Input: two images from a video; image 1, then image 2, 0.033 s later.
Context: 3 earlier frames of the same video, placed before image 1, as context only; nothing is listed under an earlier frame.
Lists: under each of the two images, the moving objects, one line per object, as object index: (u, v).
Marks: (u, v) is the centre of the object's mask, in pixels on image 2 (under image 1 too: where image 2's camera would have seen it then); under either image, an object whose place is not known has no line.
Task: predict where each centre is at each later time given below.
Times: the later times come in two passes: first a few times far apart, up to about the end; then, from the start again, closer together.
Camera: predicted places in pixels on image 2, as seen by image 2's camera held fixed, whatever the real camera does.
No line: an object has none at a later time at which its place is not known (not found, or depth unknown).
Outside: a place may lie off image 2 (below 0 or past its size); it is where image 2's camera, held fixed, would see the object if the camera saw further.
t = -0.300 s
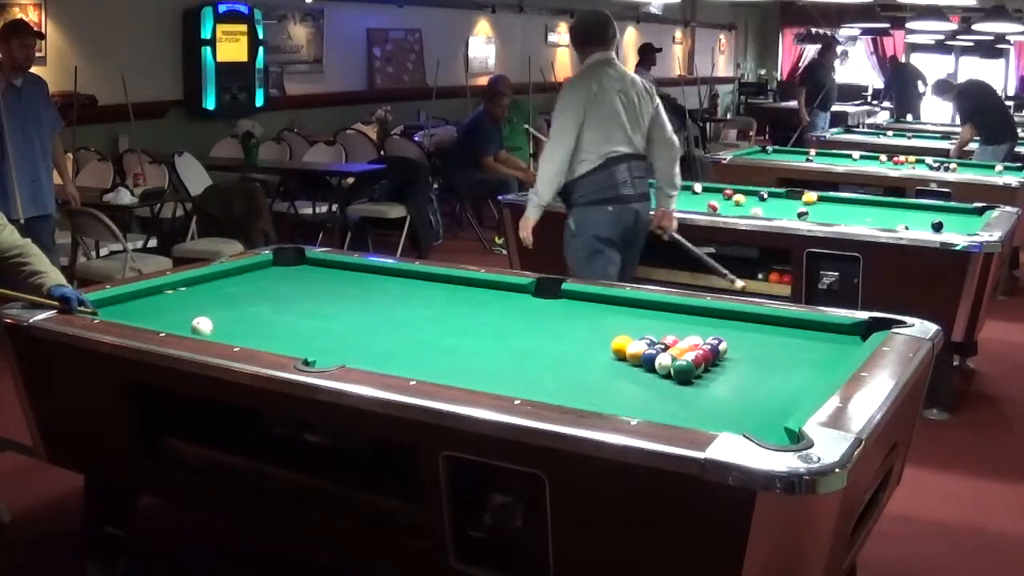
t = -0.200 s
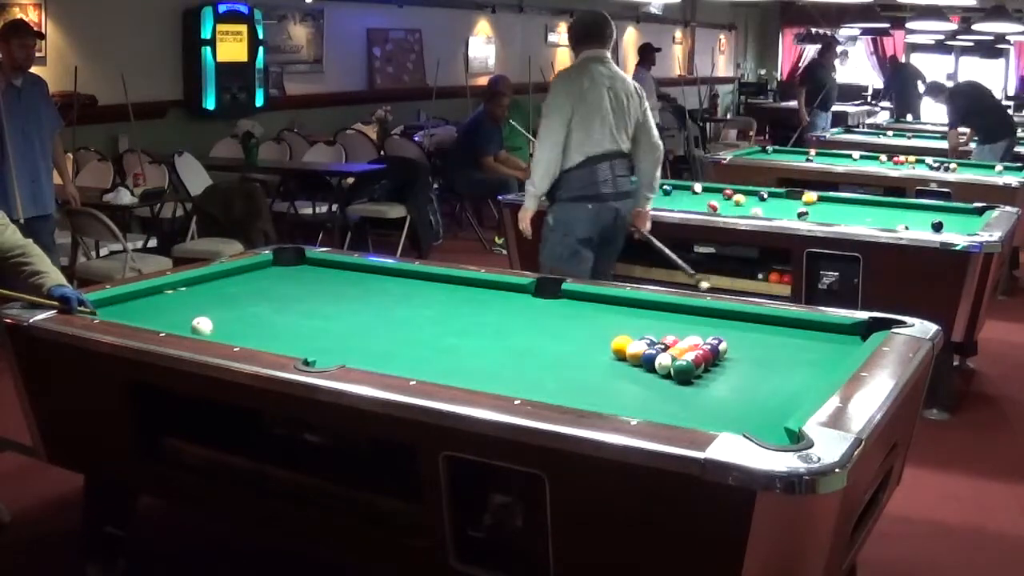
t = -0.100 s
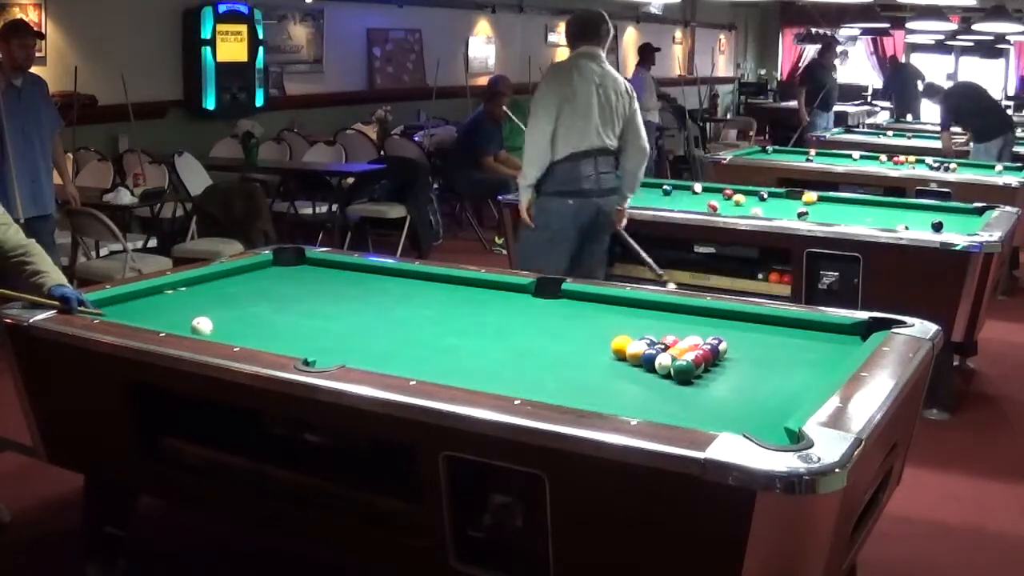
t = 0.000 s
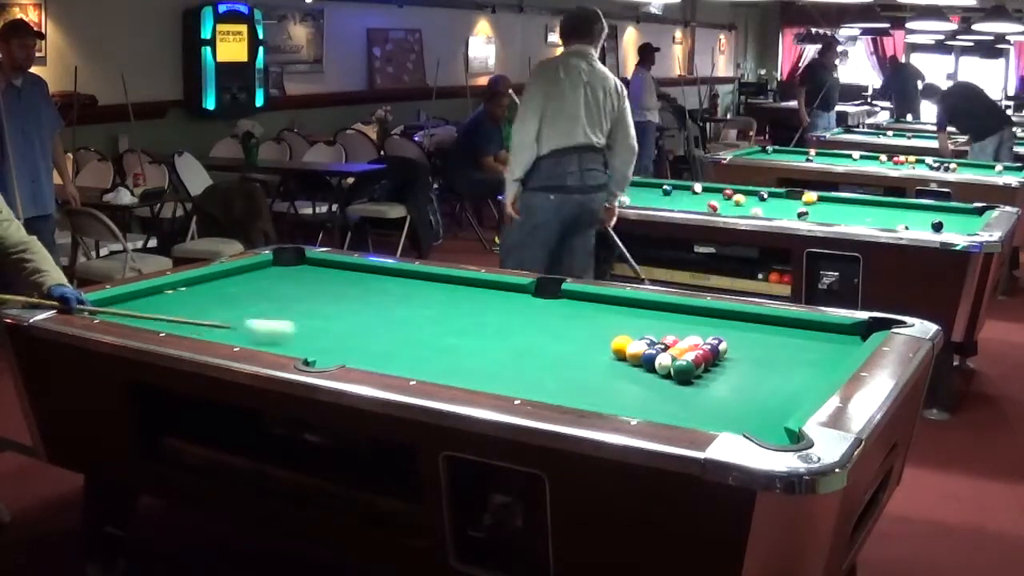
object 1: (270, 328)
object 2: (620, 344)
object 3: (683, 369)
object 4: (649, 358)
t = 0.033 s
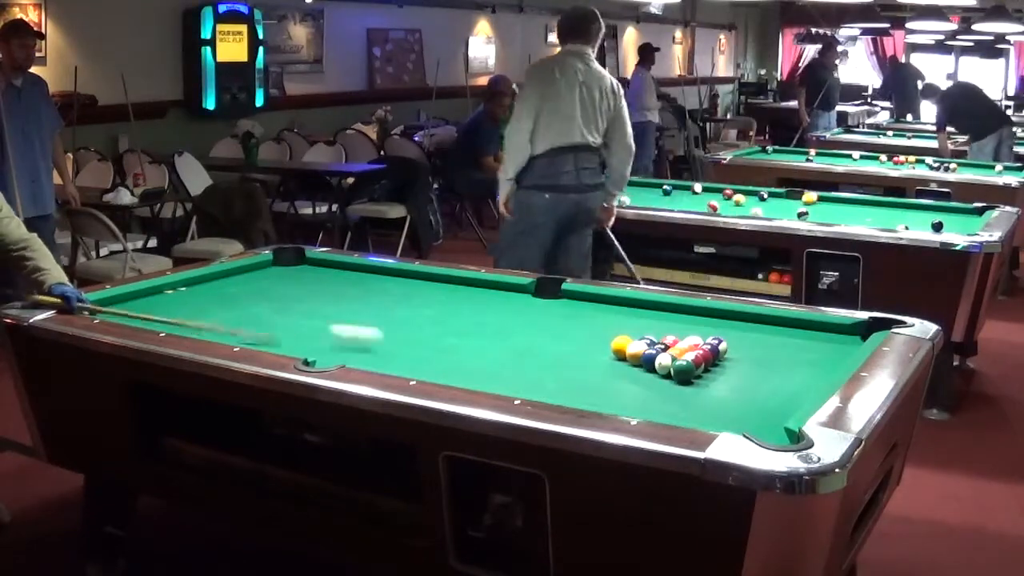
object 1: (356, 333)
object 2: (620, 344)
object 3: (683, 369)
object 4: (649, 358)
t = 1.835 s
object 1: (645, 331)
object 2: (417, 304)
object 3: (449, 358)
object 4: (581, 361)
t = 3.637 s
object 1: (495, 299)
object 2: (223, 275)
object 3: (253, 339)
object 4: (576, 361)
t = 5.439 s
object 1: (434, 286)
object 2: (282, 285)
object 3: (236, 330)
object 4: (576, 361)
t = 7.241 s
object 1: (430, 285)
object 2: (292, 286)
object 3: (235, 330)
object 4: (576, 361)
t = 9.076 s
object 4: (576, 361)
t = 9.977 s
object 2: (291, 285)
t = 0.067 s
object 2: (620, 344)
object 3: (683, 369)
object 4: (649, 358)
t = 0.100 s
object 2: (620, 344)
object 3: (683, 369)
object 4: (649, 358)
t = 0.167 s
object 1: (615, 363)
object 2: (617, 340)
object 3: (701, 375)
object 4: (648, 359)
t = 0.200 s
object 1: (615, 372)
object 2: (615, 340)
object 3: (715, 380)
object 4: (647, 359)
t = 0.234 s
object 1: (616, 383)
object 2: (613, 339)
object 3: (729, 383)
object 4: (645, 359)
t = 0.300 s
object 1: (622, 400)
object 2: (609, 338)
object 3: (752, 394)
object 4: (641, 359)
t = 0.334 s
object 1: (628, 407)
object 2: (607, 338)
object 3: (765, 398)
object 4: (639, 359)
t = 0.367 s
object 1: (641, 406)
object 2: (604, 339)
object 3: (778, 404)
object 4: (637, 359)
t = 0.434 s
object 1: (666, 405)
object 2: (599, 338)
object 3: (772, 410)
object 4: (633, 359)
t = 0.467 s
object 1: (677, 404)
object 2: (596, 338)
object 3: (760, 412)
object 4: (631, 359)
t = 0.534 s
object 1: (698, 400)
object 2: (591, 336)
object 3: (734, 411)
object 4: (627, 359)
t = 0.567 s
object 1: (707, 394)
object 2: (589, 335)
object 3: (721, 411)
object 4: (625, 359)
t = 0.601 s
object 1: (720, 393)
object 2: (587, 334)
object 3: (709, 411)
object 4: (623, 359)
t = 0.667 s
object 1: (725, 388)
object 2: (582, 332)
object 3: (683, 410)
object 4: (620, 360)
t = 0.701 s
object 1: (727, 384)
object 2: (580, 332)
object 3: (671, 408)
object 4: (618, 360)
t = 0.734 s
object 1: (729, 382)
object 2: (577, 331)
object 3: (658, 407)
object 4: (617, 360)
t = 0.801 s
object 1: (735, 376)
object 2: (573, 330)
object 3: (633, 405)
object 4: (613, 360)
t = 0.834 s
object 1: (737, 372)
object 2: (571, 329)
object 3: (621, 404)
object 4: (612, 360)
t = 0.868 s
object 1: (740, 370)
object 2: (569, 328)
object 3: (609, 403)
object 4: (610, 360)
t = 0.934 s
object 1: (744, 364)
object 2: (565, 326)
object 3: (588, 400)
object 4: (607, 359)
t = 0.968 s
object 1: (746, 361)
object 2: (563, 326)
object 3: (583, 399)
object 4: (606, 360)
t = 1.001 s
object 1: (749, 358)
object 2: (561, 325)
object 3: (576, 397)
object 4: (604, 360)
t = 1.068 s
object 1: (751, 353)
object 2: (548, 323)
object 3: (564, 394)
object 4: (602, 360)
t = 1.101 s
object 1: (745, 352)
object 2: (541, 322)
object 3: (557, 392)
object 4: (600, 360)
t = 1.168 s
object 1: (734, 350)
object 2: (529, 320)
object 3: (546, 389)
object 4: (598, 360)
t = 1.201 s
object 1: (728, 349)
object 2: (522, 319)
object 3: (540, 388)
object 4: (597, 360)
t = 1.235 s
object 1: (724, 348)
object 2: (516, 318)
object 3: (535, 386)
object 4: (595, 360)
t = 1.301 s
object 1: (714, 346)
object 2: (504, 317)
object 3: (524, 382)
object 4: (593, 360)
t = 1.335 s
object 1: (709, 345)
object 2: (498, 315)
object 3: (518, 382)
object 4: (592, 360)
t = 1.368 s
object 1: (705, 344)
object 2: (492, 315)
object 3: (513, 381)
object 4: (591, 360)
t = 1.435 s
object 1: (695, 342)
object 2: (481, 313)
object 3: (503, 378)
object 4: (589, 360)
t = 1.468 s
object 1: (691, 341)
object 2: (475, 312)
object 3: (498, 376)
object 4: (589, 360)
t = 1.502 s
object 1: (687, 340)
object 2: (470, 311)
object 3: (493, 374)
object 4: (588, 360)
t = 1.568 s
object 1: (678, 338)
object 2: (458, 310)
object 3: (484, 371)
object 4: (586, 360)
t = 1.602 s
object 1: (674, 337)
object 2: (453, 309)
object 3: (479, 369)
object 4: (585, 360)
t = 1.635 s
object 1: (670, 336)
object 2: (447, 308)
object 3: (474, 367)
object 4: (585, 360)
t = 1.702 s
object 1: (661, 334)
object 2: (437, 307)
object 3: (466, 364)
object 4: (583, 360)
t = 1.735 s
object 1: (657, 332)
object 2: (432, 306)
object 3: (461, 362)
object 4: (582, 360)
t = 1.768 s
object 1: (653, 332)
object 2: (427, 305)
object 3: (457, 360)
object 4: (582, 360)
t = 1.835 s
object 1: (645, 331)
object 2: (417, 304)
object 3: (449, 358)
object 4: (581, 361)
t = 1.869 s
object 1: (641, 330)
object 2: (411, 303)
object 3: (445, 356)
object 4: (580, 360)
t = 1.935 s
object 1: (634, 328)
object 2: (402, 301)
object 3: (437, 354)
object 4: (579, 361)
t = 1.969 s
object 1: (630, 328)
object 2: (397, 301)
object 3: (433, 352)
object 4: (579, 361)
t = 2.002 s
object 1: (627, 327)
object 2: (393, 300)
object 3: (429, 350)
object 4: (579, 361)
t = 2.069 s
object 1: (620, 325)
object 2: (383, 299)
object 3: (421, 348)
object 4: (578, 361)
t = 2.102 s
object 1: (616, 324)
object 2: (379, 298)
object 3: (412, 345)
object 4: (578, 361)
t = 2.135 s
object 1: (613, 324)
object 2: (374, 298)
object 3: (401, 346)
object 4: (577, 361)
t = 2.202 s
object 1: (606, 321)
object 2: (366, 296)
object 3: (392, 350)
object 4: (576, 361)
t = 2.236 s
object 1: (603, 321)
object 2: (361, 296)
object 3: (389, 352)
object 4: (576, 361)
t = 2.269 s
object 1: (600, 319)
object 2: (357, 295)
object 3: (385, 352)
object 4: (576, 361)
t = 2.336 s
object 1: (593, 318)
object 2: (349, 294)
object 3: (375, 351)
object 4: (576, 361)
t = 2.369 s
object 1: (589, 317)
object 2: (344, 293)
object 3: (370, 351)
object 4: (576, 361)
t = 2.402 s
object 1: (586, 317)
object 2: (340, 292)
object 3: (365, 351)
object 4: (576, 361)
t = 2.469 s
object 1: (580, 317)
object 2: (332, 291)
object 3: (355, 351)
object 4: (576, 361)
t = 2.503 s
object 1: (577, 316)
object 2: (329, 291)
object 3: (351, 350)
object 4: (576, 361)
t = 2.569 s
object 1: (571, 315)
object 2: (321, 290)
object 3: (341, 351)
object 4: (576, 360)
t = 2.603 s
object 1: (568, 314)
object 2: (317, 289)
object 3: (336, 351)
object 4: (576, 361)
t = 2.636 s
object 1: (565, 313)
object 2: (313, 289)
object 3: (332, 350)
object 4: (576, 360)
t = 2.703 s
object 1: (560, 312)
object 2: (306, 288)
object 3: (322, 350)
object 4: (576, 361)
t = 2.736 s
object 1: (557, 312)
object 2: (302, 287)
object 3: (318, 349)
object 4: (576, 360)
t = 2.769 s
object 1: (554, 311)
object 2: (299, 287)
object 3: (314, 349)
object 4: (576, 360)
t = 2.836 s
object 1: (549, 310)
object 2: (292, 285)
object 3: (305, 348)
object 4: (576, 361)
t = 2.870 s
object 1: (546, 309)
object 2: (289, 285)
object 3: (301, 348)
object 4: (576, 361)
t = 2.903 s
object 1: (543, 309)
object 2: (285, 284)
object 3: (296, 347)
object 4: (576, 361)
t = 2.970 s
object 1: (538, 308)
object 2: (279, 283)
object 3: (288, 346)
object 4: (576, 361)
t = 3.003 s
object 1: (536, 307)
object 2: (276, 283)
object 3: (284, 346)
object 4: (576, 361)
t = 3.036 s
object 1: (533, 307)
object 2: (273, 282)
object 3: (280, 345)
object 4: (576, 361)
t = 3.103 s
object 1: (529, 306)
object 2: (266, 281)
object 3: (272, 344)
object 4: (576, 361)
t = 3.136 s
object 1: (526, 305)
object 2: (264, 281)
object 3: (268, 344)
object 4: (576, 361)
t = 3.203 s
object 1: (522, 304)
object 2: (257, 280)
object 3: (264, 343)
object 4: (576, 361)
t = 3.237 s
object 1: (519, 304)
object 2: (254, 280)
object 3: (263, 343)
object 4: (576, 361)
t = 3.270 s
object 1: (517, 303)
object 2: (252, 279)
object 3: (263, 342)
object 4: (576, 361)
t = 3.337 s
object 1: (513, 302)
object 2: (246, 278)
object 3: (261, 342)
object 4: (576, 361)
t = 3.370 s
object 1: (511, 302)
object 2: (243, 278)
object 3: (259, 341)
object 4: (576, 361)
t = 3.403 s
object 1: (509, 301)
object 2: (241, 277)
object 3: (258, 341)
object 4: (576, 361)
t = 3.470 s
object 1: (505, 300)
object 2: (235, 277)
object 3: (257, 340)
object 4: (576, 361)
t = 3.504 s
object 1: (502, 300)
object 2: (233, 276)
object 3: (256, 340)
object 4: (576, 361)
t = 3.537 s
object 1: (500, 300)
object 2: (230, 276)
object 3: (255, 340)
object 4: (576, 361)
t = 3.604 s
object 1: (497, 299)
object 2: (226, 275)
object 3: (254, 339)
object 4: (576, 361)
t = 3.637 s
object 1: (495, 299)
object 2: (223, 275)
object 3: (253, 339)
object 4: (576, 361)
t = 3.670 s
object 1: (493, 298)
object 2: (221, 274)
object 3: (252, 338)
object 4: (576, 361)
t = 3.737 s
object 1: (489, 298)
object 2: (222, 274)
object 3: (250, 337)
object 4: (576, 361)
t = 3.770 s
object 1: (488, 297)
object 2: (224, 274)
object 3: (250, 336)
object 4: (576, 361)
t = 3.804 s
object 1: (486, 297)
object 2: (226, 275)
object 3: (249, 336)
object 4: (576, 361)
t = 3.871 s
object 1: (483, 296)
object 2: (229, 275)
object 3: (247, 337)
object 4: (576, 361)
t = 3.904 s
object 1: (481, 295)
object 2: (231, 276)
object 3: (247, 336)
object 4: (576, 361)
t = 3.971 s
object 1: (478, 295)
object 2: (234, 276)
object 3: (246, 336)
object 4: (576, 361)
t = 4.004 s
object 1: (476, 295)
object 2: (235, 276)
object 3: (245, 335)
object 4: (576, 361)
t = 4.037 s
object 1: (475, 294)
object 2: (237, 276)
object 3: (245, 335)
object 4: (576, 361)
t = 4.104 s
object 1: (472, 294)
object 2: (240, 277)
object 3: (243, 335)
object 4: (576, 361)
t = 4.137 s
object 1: (471, 293)
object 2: (241, 277)
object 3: (243, 335)
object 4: (576, 361)
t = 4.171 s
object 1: (469, 293)
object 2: (243, 277)
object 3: (242, 334)
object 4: (576, 361)
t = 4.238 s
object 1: (466, 292)
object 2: (246, 278)
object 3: (242, 334)
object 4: (576, 361)
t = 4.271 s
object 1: (465, 292)
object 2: (247, 278)
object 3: (241, 334)
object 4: (576, 361)
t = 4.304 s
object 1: (464, 292)
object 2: (248, 278)
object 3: (241, 333)
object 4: (576, 361)
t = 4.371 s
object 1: (461, 291)
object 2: (251, 279)
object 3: (241, 333)
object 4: (576, 361)
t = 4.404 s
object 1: (460, 291)
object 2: (252, 279)
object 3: (240, 332)
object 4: (576, 361)
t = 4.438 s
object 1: (459, 291)
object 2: (253, 279)
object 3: (240, 332)
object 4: (576, 361)
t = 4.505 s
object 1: (457, 290)
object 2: (256, 280)
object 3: (240, 332)
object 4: (576, 361)
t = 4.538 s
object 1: (456, 290)
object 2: (257, 280)
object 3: (239, 332)
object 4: (576, 361)
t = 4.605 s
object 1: (454, 290)
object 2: (259, 280)
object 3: (239, 331)
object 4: (576, 361)
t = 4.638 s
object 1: (452, 290)
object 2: (260, 281)
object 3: (239, 331)
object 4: (576, 361)
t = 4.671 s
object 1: (451, 289)
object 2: (262, 281)
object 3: (238, 331)
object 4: (576, 361)
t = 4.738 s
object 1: (450, 288)
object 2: (264, 281)
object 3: (238, 331)
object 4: (576, 361)
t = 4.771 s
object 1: (449, 288)
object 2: (265, 281)
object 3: (238, 331)
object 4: (576, 361)
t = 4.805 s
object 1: (448, 288)
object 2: (266, 282)
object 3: (237, 331)
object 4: (576, 361)
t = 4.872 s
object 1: (445, 288)
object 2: (268, 282)
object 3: (237, 331)
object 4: (576, 361)
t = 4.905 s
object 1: (444, 288)
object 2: (269, 282)
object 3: (237, 331)
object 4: (576, 361)
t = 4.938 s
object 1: (443, 288)
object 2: (270, 283)
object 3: (237, 331)
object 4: (576, 361)
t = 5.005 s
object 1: (442, 287)
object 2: (272, 283)
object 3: (236, 331)
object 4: (576, 361)
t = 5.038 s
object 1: (441, 287)
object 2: (272, 283)
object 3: (236, 331)
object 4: (576, 361)
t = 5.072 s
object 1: (441, 287)
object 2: (273, 283)
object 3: (236, 331)
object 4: (576, 361)
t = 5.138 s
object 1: (439, 287)
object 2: (275, 284)
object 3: (236, 331)
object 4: (576, 361)
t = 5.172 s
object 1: (438, 287)
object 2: (276, 284)
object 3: (236, 331)
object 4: (576, 361)
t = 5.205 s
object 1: (438, 287)
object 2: (277, 284)
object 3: (236, 330)
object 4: (576, 361)
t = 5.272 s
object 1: (437, 286)
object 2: (278, 284)
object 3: (236, 330)
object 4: (576, 361)
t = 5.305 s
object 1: (436, 286)
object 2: (279, 284)
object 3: (236, 330)
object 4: (576, 361)
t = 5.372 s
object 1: (435, 286)
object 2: (280, 284)
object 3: (236, 330)
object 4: (576, 361)
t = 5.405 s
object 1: (435, 286)
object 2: (281, 285)
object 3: (235, 330)
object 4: (576, 361)
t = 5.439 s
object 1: (434, 286)
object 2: (282, 285)
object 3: (236, 330)
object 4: (576, 361)
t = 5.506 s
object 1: (434, 286)
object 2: (283, 285)
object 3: (236, 330)
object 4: (576, 361)
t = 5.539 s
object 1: (433, 285)
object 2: (284, 285)
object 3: (236, 330)
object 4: (576, 361)
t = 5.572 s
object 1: (433, 285)
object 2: (285, 285)
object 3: (236, 330)
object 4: (576, 361)
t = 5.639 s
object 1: (432, 285)
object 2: (286, 285)
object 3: (235, 330)
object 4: (576, 361)
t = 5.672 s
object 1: (432, 285)
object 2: (287, 285)
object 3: (235, 330)
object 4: (576, 361)
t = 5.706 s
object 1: (431, 285)
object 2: (287, 285)
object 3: (235, 330)
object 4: (576, 361)
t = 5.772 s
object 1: (431, 285)
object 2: (288, 285)
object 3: (235, 330)
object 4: (576, 361)
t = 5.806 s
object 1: (431, 285)
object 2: (288, 285)
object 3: (235, 330)
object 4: (576, 361)
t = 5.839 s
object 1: (431, 285)
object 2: (289, 286)
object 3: (235, 330)
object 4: (576, 361)
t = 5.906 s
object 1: (430, 285)
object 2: (290, 285)
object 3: (235, 330)
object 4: (576, 361)
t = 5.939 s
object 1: (430, 285)
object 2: (290, 285)
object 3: (235, 330)
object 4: (576, 361)
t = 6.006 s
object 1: (430, 285)
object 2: (291, 286)
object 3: (235, 330)
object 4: (576, 361)
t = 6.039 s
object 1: (430, 285)
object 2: (291, 286)
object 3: (235, 330)
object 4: (576, 361)
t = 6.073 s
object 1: (430, 285)
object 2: (291, 286)
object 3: (235, 330)
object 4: (576, 361)
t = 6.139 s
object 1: (430, 285)
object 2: (291, 286)
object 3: (235, 330)
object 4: (576, 361)
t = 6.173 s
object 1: (430, 285)
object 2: (292, 286)
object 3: (236, 330)
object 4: (576, 361)
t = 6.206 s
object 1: (430, 285)
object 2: (292, 286)
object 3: (236, 330)
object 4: (576, 361)
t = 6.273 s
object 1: (430, 285)
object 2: (292, 286)
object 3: (236, 330)
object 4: (576, 361)
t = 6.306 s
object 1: (430, 285)
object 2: (292, 286)
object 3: (235, 330)
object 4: (576, 361)
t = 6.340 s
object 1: (430, 285)
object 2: (292, 286)
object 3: (235, 330)
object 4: (576, 361)
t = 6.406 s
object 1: (430, 285)
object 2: (292, 286)
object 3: (235, 330)
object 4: (576, 361)
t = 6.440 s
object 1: (430, 285)
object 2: (292, 286)
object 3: (235, 330)
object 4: (576, 361)
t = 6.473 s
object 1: (430, 285)
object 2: (292, 286)
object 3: (235, 330)
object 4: (576, 361)
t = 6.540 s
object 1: (430, 285)
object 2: (292, 286)
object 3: (235, 330)
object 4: (576, 361)
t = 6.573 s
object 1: (430, 285)
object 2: (292, 286)
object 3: (235, 330)
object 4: (576, 361)
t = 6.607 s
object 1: (430, 285)
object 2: (292, 286)
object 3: (235, 330)
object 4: (576, 361)
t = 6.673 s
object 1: (430, 285)
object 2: (292, 286)
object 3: (235, 330)
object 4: (576, 361)
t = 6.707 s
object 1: (430, 285)
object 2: (292, 286)
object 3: (235, 330)
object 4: (576, 361)
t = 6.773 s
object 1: (430, 285)
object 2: (292, 286)
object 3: (235, 330)
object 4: (576, 361)
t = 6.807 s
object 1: (430, 285)
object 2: (292, 286)
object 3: (235, 330)
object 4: (576, 361)
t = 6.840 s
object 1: (430, 285)
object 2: (292, 286)
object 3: (235, 330)
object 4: (576, 361)
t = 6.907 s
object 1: (430, 285)
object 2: (292, 286)
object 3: (235, 330)
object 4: (576, 361)
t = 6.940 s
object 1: (430, 285)
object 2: (292, 286)
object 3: (235, 330)
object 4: (576, 361)
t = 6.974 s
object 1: (430, 285)
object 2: (292, 286)
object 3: (235, 330)
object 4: (576, 361)
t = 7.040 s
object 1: (430, 285)
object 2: (292, 286)
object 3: (235, 330)
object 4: (576, 361)
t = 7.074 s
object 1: (430, 285)
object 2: (292, 286)
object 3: (236, 330)
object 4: (576, 361)
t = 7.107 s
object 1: (430, 285)
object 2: (292, 286)
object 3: (236, 330)
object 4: (576, 361)
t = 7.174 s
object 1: (430, 285)
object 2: (292, 286)
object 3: (235, 330)
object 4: (576, 361)
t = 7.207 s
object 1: (430, 285)
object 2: (292, 286)
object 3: (235, 330)
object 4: (576, 361)
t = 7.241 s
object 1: (430, 285)
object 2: (292, 286)
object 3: (235, 330)
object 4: (576, 361)
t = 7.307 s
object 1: (430, 285)
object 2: (292, 286)
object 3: (235, 330)
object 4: (576, 361)
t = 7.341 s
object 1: (430, 285)
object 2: (292, 286)
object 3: (235, 330)
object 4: (576, 361)
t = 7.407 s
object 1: (430, 285)
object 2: (292, 286)
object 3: (235, 330)
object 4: (576, 361)
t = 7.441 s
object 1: (430, 285)
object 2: (292, 286)
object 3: (235, 330)
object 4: (576, 361)
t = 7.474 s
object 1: (430, 285)
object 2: (292, 286)
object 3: (235, 330)
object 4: (576, 361)
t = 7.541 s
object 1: (430, 285)
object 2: (292, 286)
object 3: (235, 330)
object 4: (576, 361)
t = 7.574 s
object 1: (430, 285)
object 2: (292, 286)
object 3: (235, 330)
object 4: (576, 361)
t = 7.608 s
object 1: (430, 285)
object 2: (292, 286)
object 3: (235, 330)
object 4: (576, 361)
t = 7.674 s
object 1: (430, 285)
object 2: (292, 286)
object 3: (235, 330)
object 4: (576, 361)
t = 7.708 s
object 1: (430, 285)
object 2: (292, 286)
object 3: (235, 330)
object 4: (576, 361)
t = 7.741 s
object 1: (430, 285)
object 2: (292, 286)
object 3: (235, 330)
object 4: (576, 361)
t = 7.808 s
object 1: (430, 285)
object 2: (292, 286)
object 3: (235, 330)
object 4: (576, 361)
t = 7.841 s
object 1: (430, 285)
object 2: (292, 286)
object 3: (235, 330)
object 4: (576, 361)
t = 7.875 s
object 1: (430, 285)
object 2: (292, 286)
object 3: (235, 330)
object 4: (576, 361)
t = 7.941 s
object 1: (430, 285)
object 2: (292, 286)
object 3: (235, 330)
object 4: (576, 361)
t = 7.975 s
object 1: (430, 285)
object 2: (292, 286)
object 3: (235, 330)
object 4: (576, 361)
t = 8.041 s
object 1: (430, 285)
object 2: (292, 286)
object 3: (235, 330)
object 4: (576, 361)
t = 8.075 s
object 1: (430, 285)
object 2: (292, 286)
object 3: (235, 330)
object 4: (576, 361)
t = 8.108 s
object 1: (430, 285)
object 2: (292, 286)
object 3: (235, 330)
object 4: (576, 361)
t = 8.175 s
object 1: (430, 285)
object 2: (292, 286)
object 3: (235, 330)
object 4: (576, 361)
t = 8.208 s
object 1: (430, 285)
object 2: (292, 286)
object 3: (235, 330)
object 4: (576, 361)
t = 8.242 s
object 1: (430, 285)
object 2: (292, 286)
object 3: (235, 330)
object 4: (576, 361)
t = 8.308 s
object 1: (430, 285)
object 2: (292, 286)
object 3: (235, 330)
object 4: (576, 361)
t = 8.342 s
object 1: (430, 285)
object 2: (292, 286)
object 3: (236, 330)
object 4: (576, 361)
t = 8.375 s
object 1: (430, 285)
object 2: (292, 286)
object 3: (236, 330)
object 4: (576, 361)
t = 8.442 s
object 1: (430, 285)
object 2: (292, 286)
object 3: (235, 330)
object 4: (576, 361)
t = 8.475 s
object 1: (430, 285)
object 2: (292, 286)
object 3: (235, 330)
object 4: (576, 361)
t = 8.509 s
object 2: (292, 286)
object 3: (236, 330)
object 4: (576, 361)
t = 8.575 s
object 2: (292, 286)
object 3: (236, 330)
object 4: (576, 361)
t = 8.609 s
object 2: (292, 286)
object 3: (236, 330)
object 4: (576, 361)
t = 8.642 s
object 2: (292, 286)
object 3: (236, 330)
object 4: (576, 361)
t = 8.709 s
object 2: (292, 286)
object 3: (236, 331)
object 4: (576, 361)
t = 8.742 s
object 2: (292, 286)
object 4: (576, 361)
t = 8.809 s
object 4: (576, 361)
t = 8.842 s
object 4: (576, 361)
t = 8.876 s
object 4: (576, 361)
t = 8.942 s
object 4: (576, 361)
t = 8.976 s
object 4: (576, 361)
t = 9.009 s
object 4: (576, 361)
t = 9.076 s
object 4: (576, 361)
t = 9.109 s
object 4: (576, 361)
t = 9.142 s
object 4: (579, 359)
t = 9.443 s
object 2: (292, 285)
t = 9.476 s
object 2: (292, 285)
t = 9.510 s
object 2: (292, 285)
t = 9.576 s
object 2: (292, 285)
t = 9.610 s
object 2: (292, 285)
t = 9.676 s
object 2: (291, 285)
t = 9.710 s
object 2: (291, 285)
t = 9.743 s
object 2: (292, 285)
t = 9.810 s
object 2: (291, 285)
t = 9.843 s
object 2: (291, 285)
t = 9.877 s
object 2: (291, 285)
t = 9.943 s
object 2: (291, 285)
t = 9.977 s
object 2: (291, 285)
